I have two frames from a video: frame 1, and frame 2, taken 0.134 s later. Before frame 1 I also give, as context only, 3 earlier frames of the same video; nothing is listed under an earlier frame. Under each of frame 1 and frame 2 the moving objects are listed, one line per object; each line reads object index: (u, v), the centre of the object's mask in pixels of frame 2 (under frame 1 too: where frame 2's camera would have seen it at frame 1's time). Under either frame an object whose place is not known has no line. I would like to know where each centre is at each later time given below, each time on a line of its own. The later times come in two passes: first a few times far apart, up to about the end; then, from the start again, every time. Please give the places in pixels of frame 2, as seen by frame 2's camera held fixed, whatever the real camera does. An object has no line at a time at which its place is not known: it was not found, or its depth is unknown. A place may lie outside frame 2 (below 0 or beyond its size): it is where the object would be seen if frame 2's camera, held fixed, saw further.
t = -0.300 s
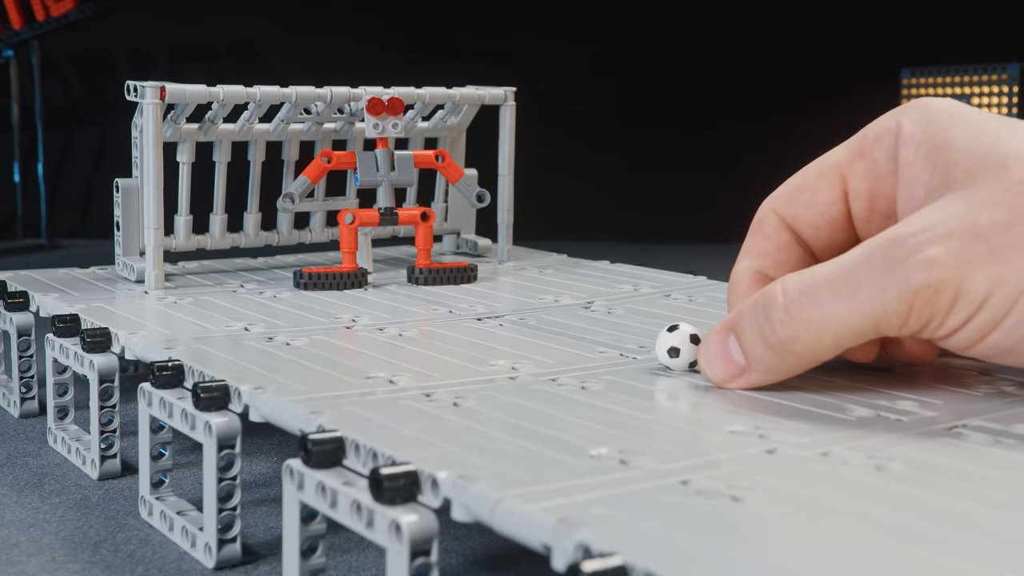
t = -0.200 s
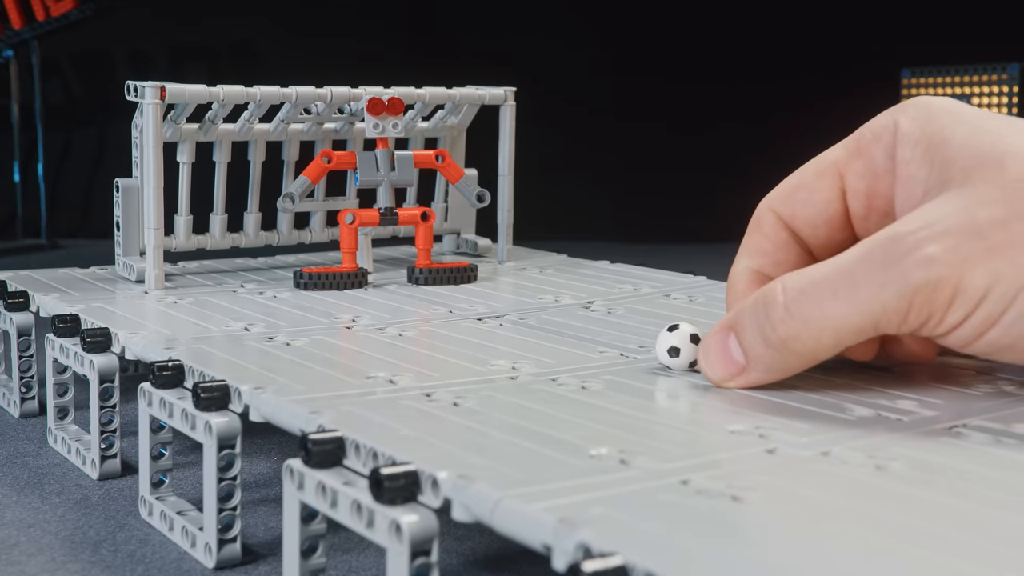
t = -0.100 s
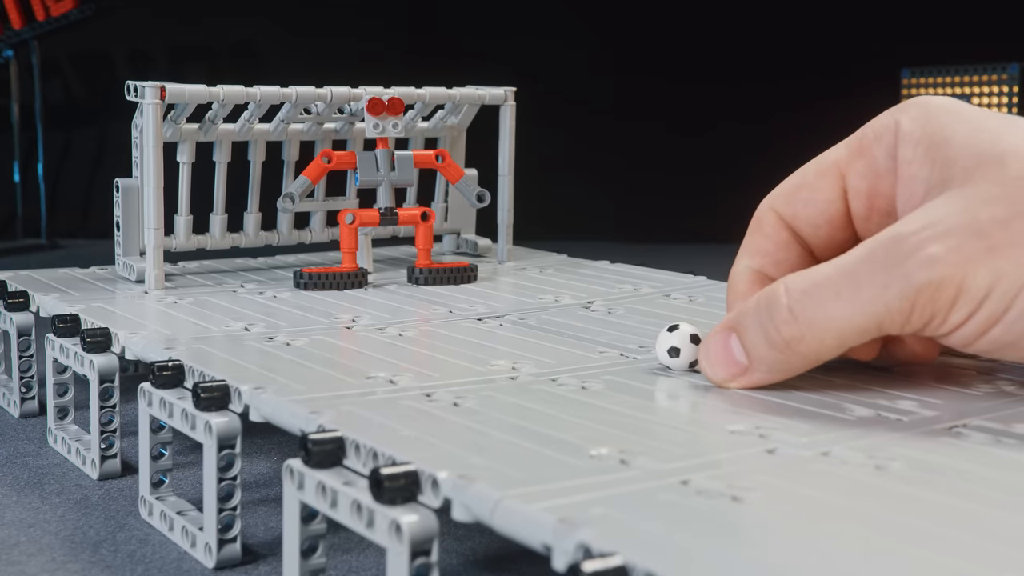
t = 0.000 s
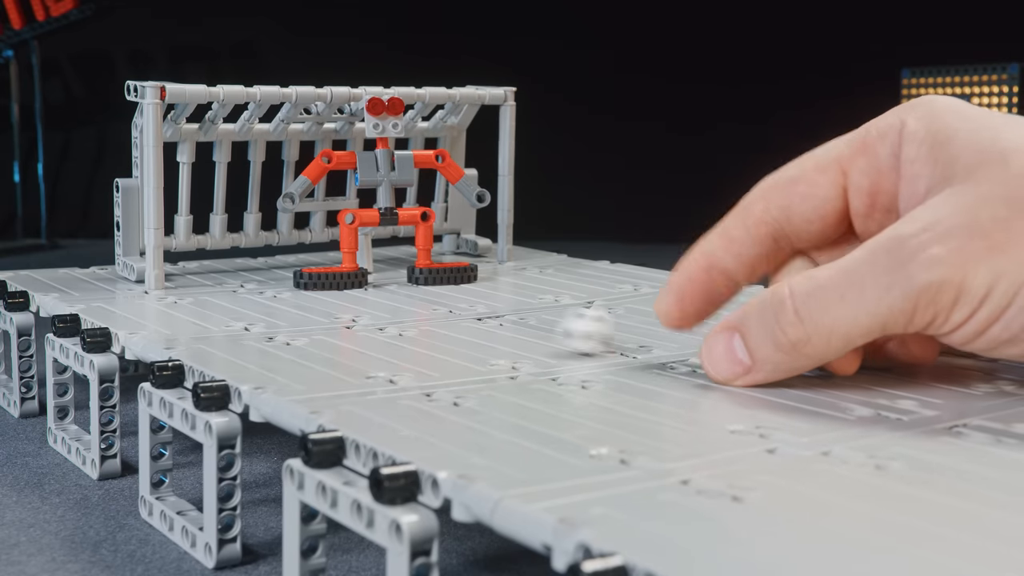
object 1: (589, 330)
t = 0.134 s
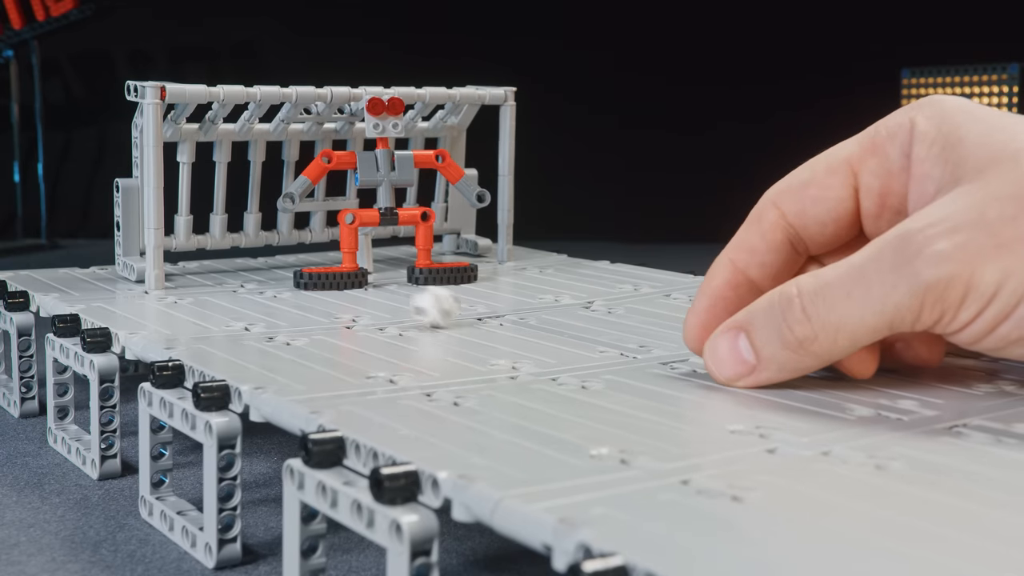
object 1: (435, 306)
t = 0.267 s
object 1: (338, 290)
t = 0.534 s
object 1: (219, 264)
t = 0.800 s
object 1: (207, 261)
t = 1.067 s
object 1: (236, 263)
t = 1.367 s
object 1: (288, 265)
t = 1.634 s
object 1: (311, 260)
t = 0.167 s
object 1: (405, 300)
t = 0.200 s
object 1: (383, 298)
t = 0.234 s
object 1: (361, 294)
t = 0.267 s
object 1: (338, 290)
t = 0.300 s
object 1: (318, 285)
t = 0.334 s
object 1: (300, 282)
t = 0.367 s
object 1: (282, 279)
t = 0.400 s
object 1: (264, 276)
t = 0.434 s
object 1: (252, 272)
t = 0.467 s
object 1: (240, 269)
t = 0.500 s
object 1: (230, 266)
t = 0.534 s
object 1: (219, 264)
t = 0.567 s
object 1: (208, 262)
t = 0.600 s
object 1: (201, 260)
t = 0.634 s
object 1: (202, 260)
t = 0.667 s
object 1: (202, 260)
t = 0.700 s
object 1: (203, 260)
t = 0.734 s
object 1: (204, 260)
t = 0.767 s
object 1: (205, 261)
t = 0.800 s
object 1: (207, 261)
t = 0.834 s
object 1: (209, 261)
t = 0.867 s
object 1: (212, 261)
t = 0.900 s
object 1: (215, 262)
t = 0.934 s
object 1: (219, 262)
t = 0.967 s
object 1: (223, 262)
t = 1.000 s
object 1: (227, 262)
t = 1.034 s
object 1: (232, 262)
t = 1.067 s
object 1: (236, 263)
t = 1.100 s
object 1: (241, 263)
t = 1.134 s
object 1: (247, 264)
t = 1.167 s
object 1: (253, 264)
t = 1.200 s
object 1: (259, 265)
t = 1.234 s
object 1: (265, 265)
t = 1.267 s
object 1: (271, 265)
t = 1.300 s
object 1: (278, 265)
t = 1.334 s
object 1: (283, 265)
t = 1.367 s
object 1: (288, 265)
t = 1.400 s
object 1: (291, 264)
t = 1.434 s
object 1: (293, 264)
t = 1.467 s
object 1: (296, 263)
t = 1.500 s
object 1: (298, 262)
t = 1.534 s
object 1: (302, 261)
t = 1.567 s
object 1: (304, 260)
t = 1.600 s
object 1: (308, 260)
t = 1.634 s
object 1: (311, 260)
